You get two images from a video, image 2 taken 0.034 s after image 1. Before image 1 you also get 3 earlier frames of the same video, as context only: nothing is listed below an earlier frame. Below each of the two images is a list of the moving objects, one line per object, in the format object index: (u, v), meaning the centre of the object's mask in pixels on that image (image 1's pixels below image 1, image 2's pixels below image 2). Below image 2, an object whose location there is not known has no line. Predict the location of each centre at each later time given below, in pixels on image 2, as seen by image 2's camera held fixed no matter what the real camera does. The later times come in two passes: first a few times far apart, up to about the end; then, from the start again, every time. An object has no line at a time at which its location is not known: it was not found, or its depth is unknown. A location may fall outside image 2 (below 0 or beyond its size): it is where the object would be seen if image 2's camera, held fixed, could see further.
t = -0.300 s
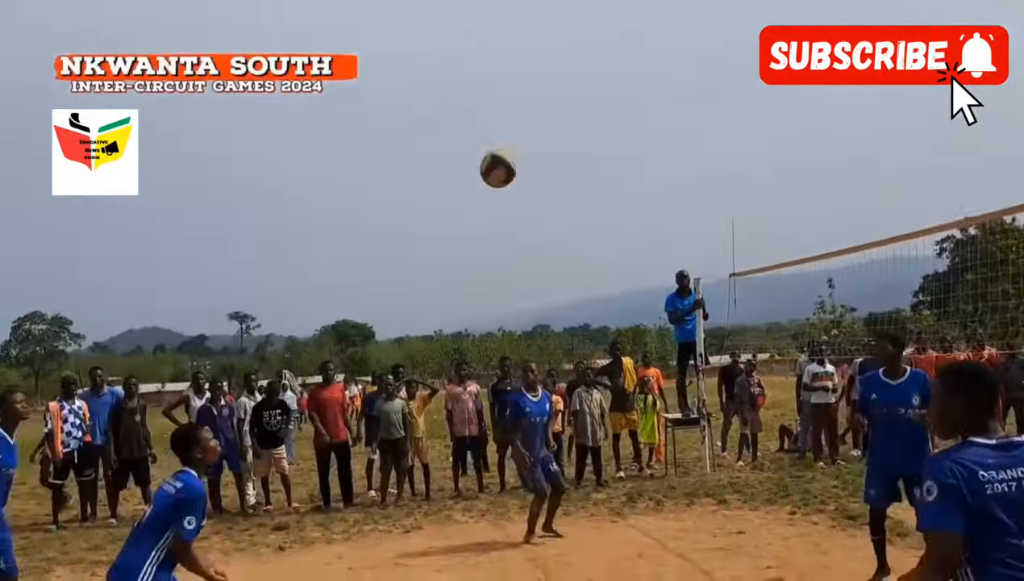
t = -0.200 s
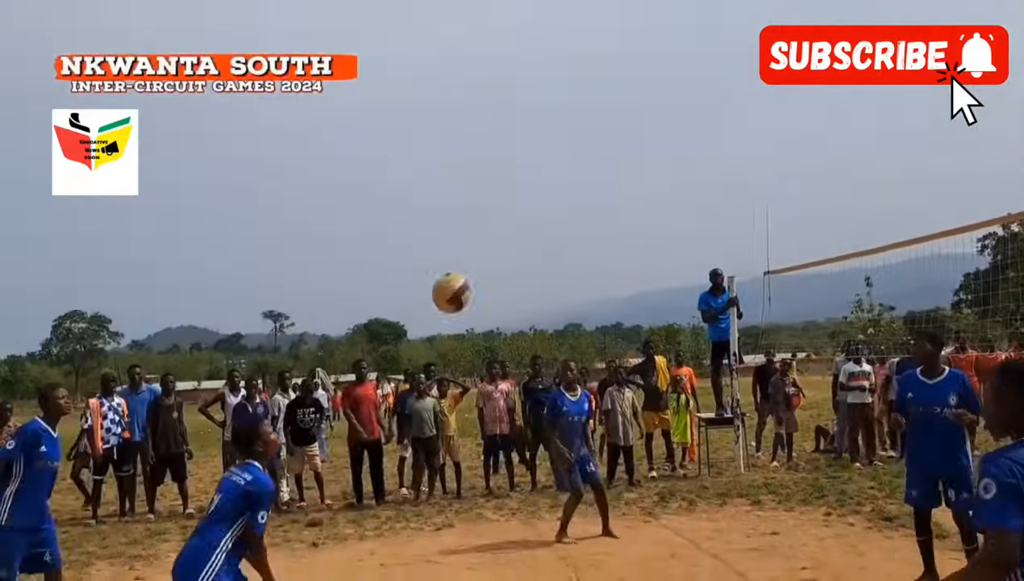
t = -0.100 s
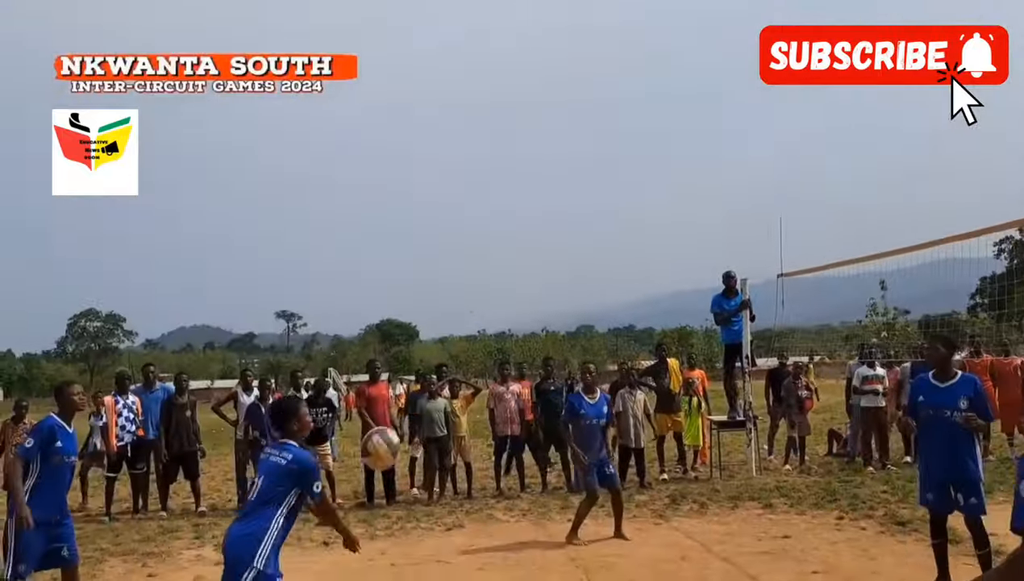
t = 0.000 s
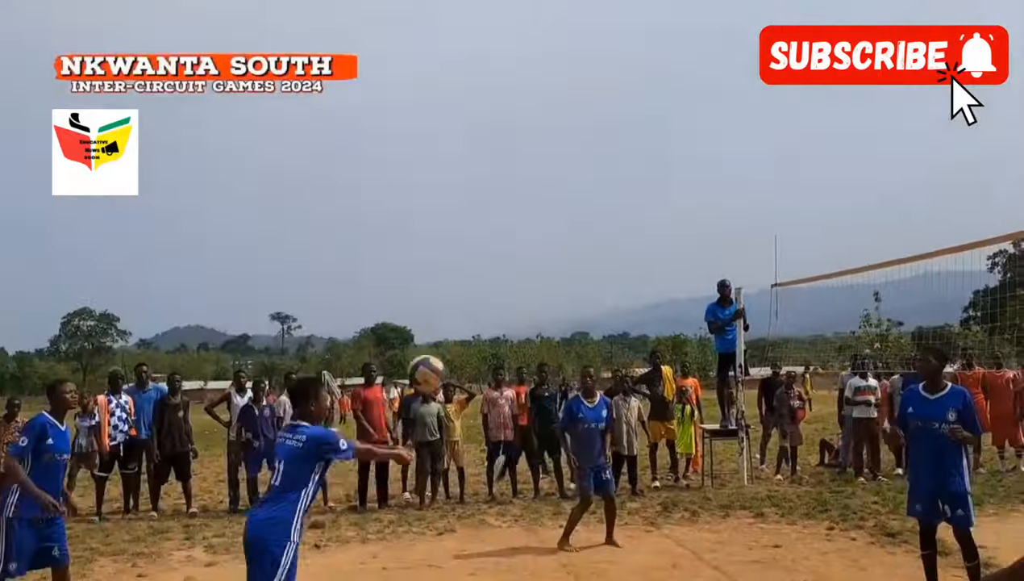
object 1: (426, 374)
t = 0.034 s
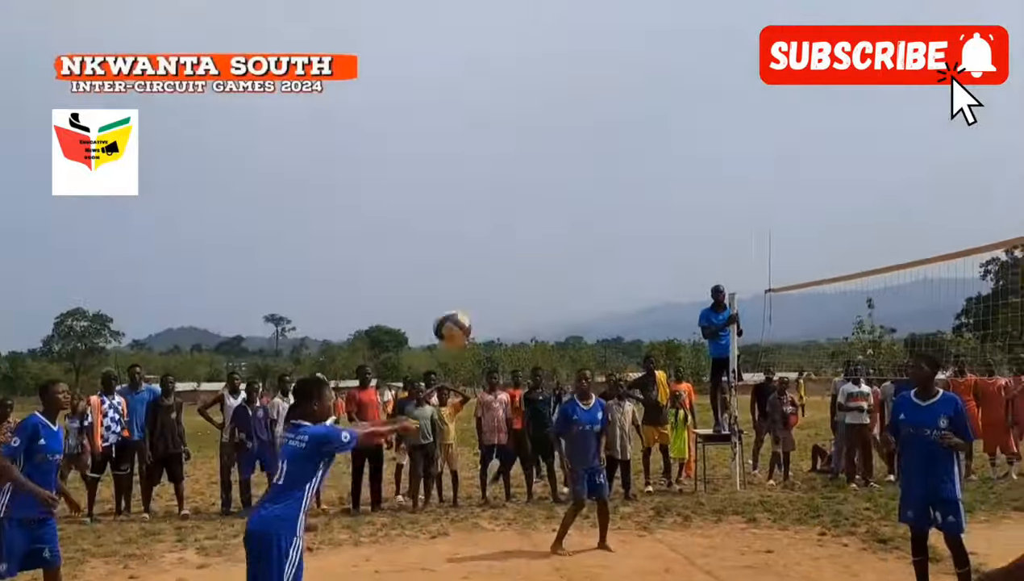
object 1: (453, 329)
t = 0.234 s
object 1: (624, 97)
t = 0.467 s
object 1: (791, -61)
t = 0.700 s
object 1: (934, -127)
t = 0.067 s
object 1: (483, 284)
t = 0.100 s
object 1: (513, 241)
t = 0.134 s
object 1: (541, 202)
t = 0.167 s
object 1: (570, 164)
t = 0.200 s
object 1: (597, 129)
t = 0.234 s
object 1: (624, 97)
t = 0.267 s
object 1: (650, 67)
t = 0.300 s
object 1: (674, 40)
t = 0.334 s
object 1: (699, 14)
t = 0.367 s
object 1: (722, -7)
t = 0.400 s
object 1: (746, -26)
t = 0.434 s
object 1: (769, -45)
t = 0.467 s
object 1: (791, -61)
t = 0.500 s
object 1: (813, -76)
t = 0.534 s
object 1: (833, -88)
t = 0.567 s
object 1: (855, -99)
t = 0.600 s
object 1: (875, -108)
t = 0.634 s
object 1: (895, -116)
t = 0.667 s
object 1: (914, -122)
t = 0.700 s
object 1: (934, -127)
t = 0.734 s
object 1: (953, -129)
